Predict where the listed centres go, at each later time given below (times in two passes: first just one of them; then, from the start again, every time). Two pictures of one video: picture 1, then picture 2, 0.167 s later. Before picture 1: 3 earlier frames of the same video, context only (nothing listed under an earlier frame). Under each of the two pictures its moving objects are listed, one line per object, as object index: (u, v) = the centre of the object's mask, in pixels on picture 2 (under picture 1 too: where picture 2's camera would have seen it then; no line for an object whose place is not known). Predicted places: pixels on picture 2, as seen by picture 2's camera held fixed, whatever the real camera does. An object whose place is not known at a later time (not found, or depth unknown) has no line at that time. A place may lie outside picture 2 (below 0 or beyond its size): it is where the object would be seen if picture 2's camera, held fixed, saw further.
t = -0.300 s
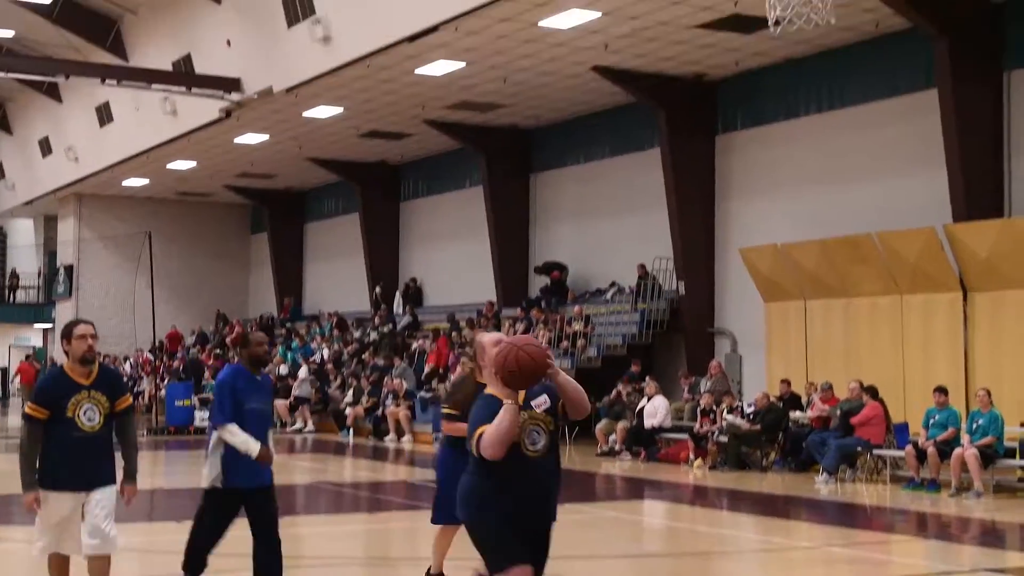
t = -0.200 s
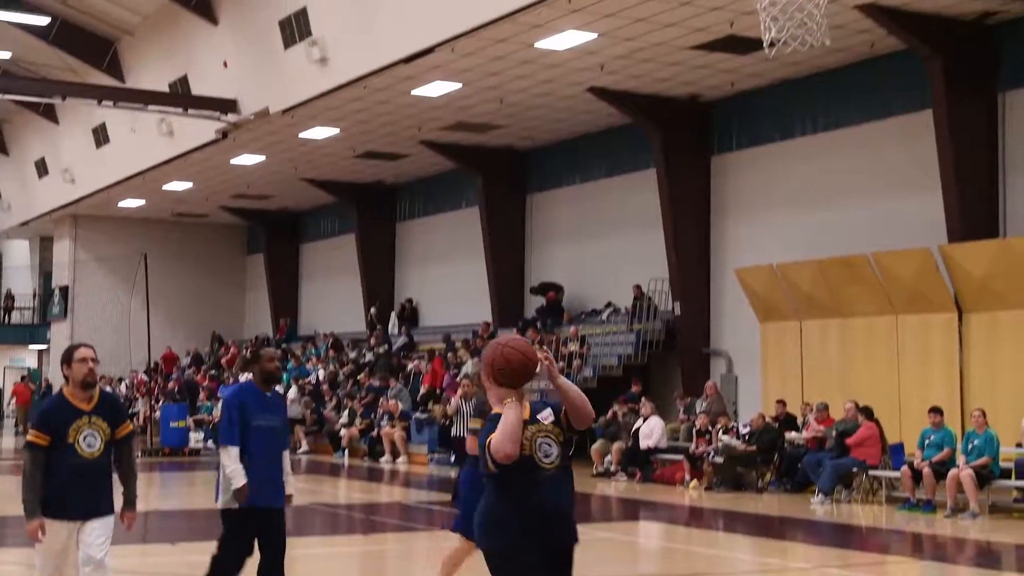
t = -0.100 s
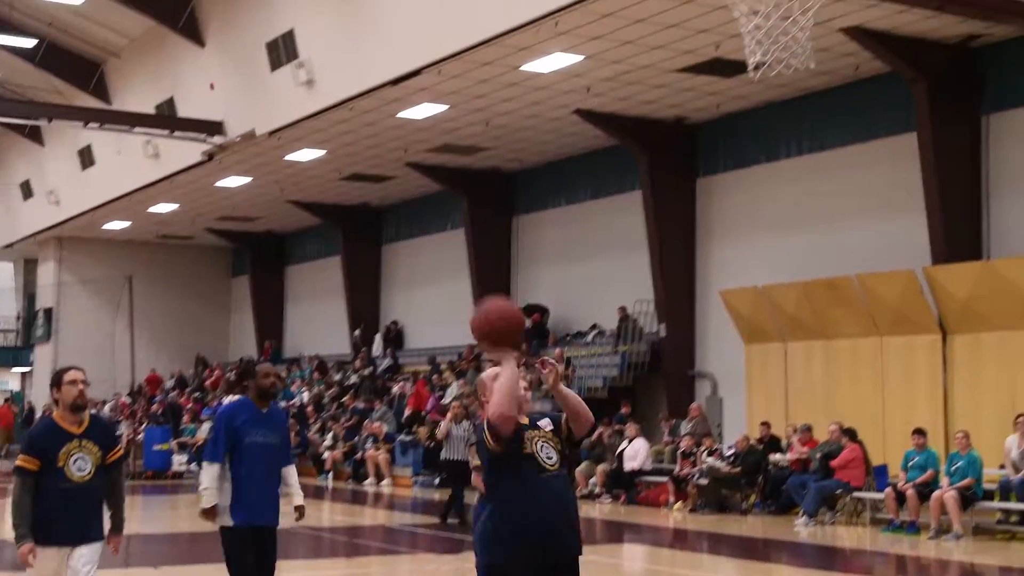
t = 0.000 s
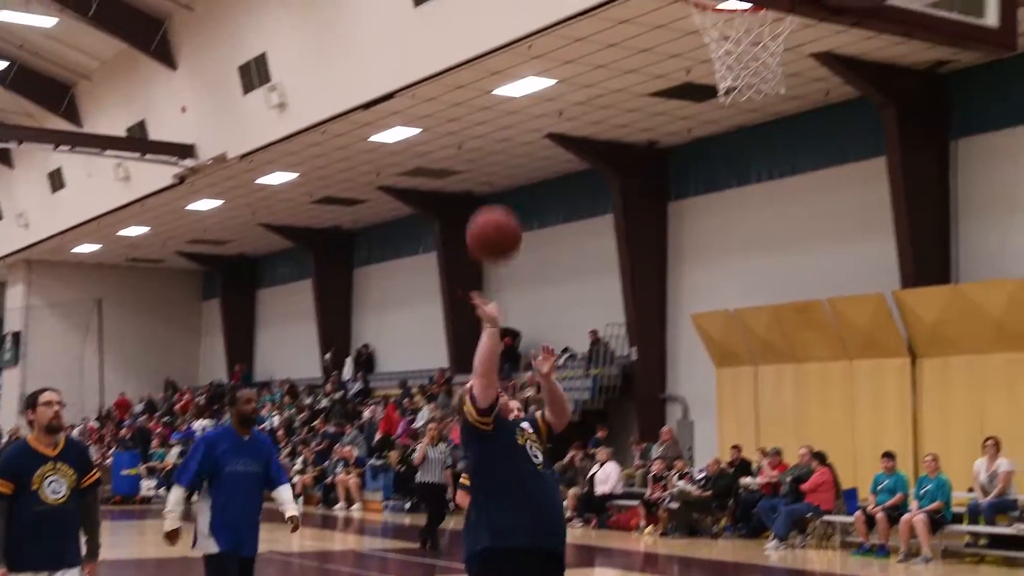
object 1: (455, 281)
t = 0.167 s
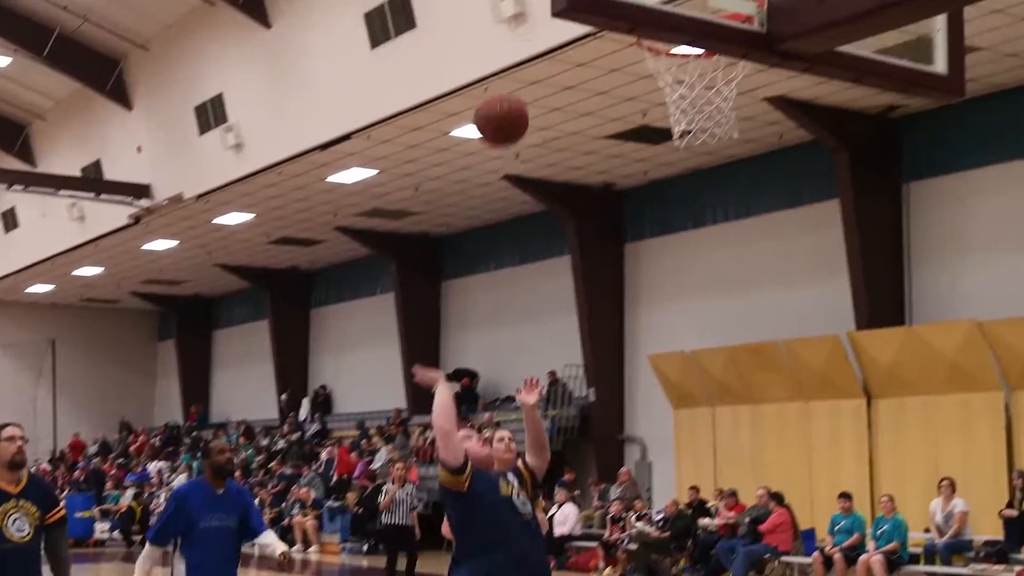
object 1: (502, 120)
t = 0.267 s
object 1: (529, 49)
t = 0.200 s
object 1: (511, 95)
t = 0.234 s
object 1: (520, 72)
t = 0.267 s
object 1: (529, 49)
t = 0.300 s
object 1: (538, 34)
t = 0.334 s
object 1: (543, 20)
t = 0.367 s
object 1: (545, 6)
